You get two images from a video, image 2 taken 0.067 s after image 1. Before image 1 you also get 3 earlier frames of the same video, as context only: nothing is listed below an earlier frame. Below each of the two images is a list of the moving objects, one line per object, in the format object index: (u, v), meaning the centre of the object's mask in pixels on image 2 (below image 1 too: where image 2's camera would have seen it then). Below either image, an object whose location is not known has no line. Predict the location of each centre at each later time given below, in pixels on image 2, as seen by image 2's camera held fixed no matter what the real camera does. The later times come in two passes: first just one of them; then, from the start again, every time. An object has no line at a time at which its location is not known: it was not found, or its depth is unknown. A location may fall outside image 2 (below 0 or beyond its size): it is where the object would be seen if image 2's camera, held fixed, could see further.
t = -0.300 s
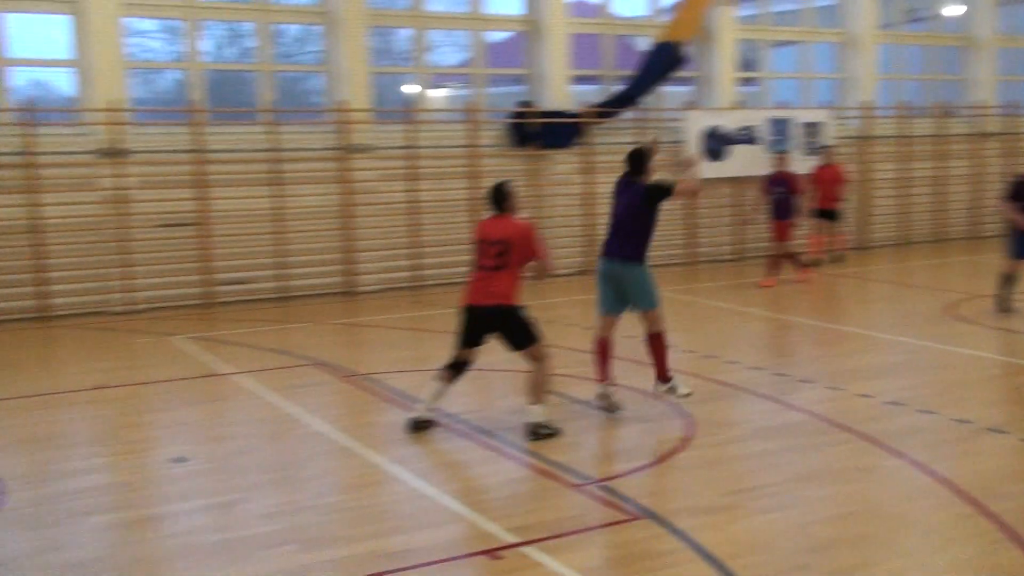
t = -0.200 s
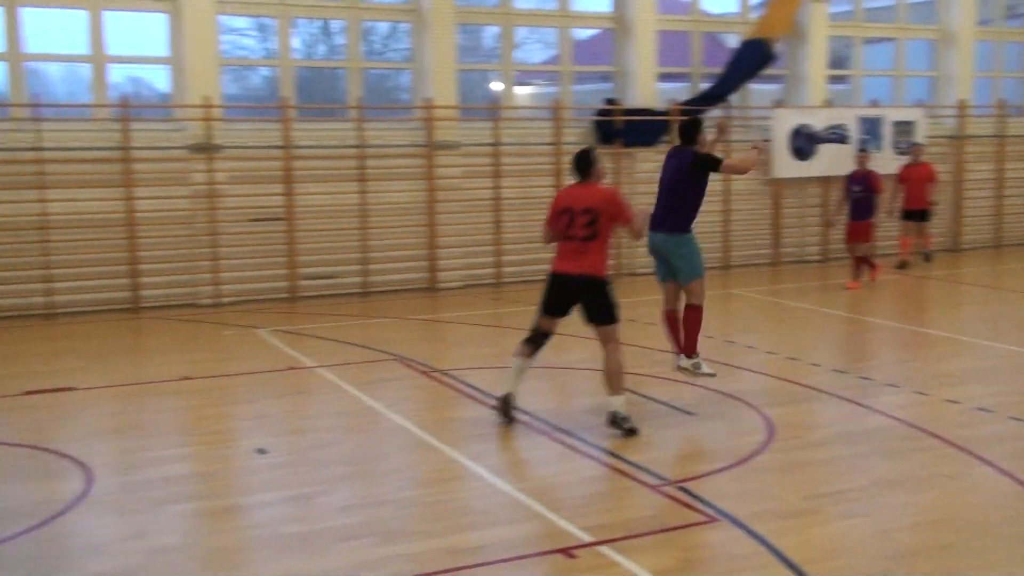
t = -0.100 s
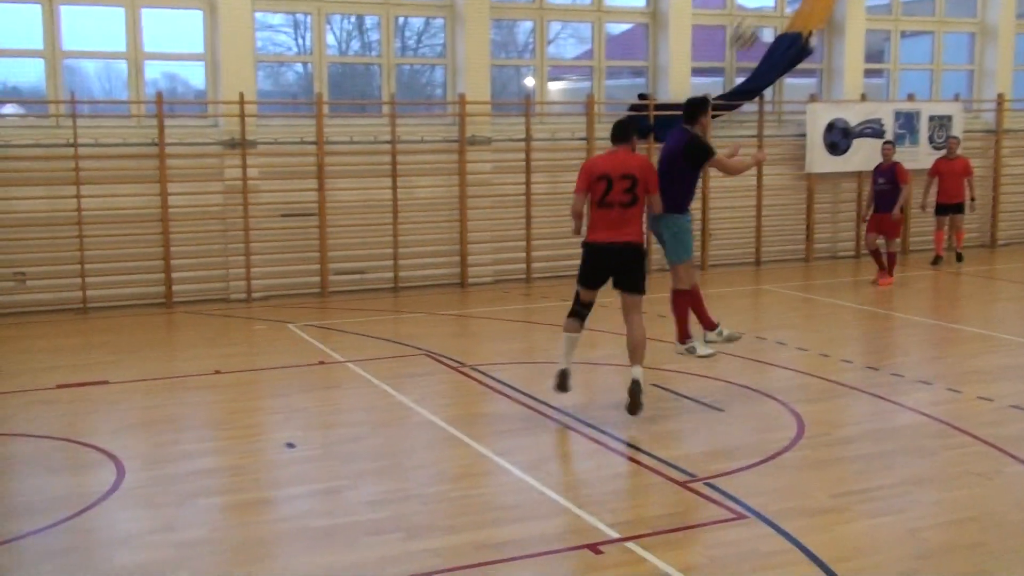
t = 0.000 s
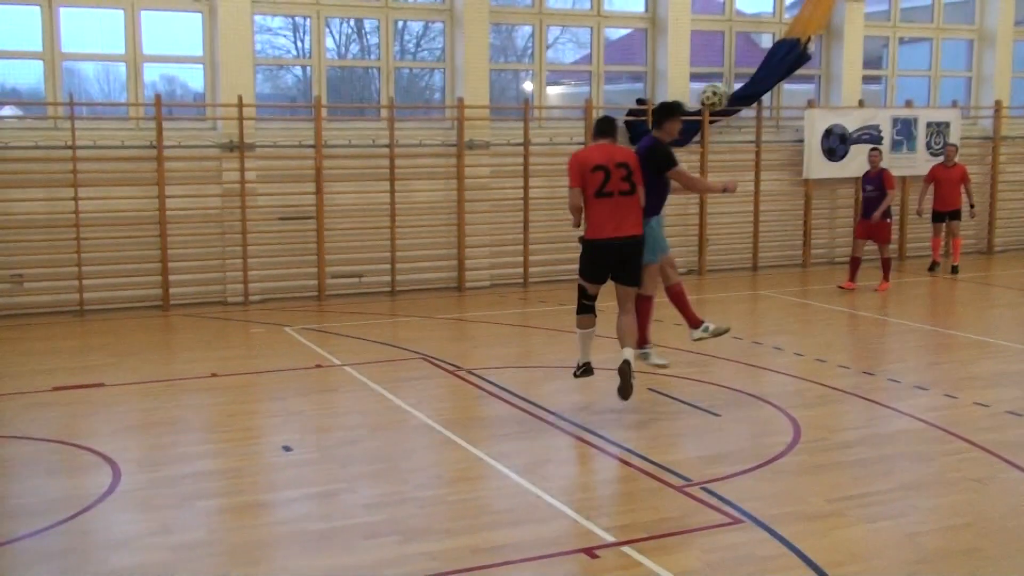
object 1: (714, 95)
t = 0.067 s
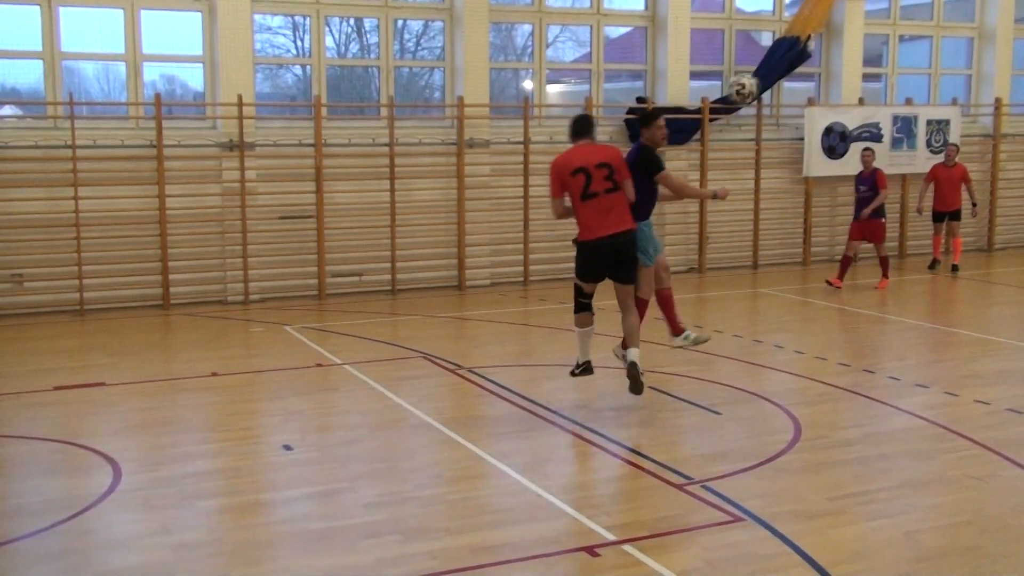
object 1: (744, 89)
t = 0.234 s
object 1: (826, 103)
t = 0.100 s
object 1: (758, 86)
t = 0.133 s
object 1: (774, 88)
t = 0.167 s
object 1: (790, 91)
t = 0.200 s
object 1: (809, 96)
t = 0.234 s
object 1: (826, 103)
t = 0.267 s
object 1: (843, 112)
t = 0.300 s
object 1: (861, 122)
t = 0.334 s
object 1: (877, 135)
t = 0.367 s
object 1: (898, 149)
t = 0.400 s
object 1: (918, 167)
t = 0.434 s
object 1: (936, 187)
